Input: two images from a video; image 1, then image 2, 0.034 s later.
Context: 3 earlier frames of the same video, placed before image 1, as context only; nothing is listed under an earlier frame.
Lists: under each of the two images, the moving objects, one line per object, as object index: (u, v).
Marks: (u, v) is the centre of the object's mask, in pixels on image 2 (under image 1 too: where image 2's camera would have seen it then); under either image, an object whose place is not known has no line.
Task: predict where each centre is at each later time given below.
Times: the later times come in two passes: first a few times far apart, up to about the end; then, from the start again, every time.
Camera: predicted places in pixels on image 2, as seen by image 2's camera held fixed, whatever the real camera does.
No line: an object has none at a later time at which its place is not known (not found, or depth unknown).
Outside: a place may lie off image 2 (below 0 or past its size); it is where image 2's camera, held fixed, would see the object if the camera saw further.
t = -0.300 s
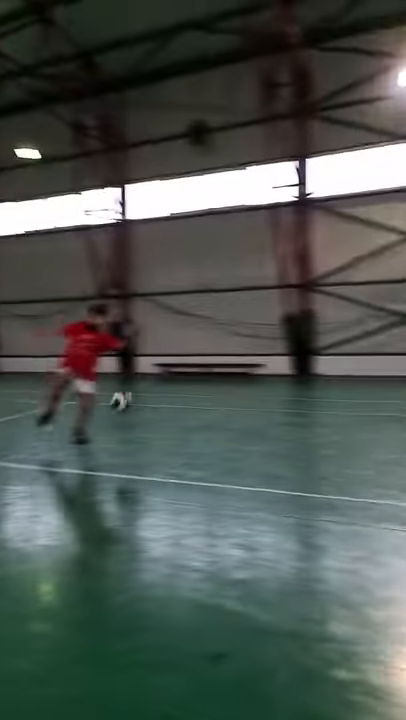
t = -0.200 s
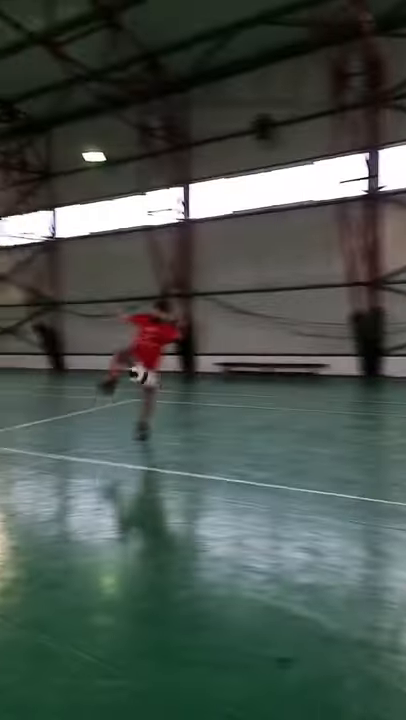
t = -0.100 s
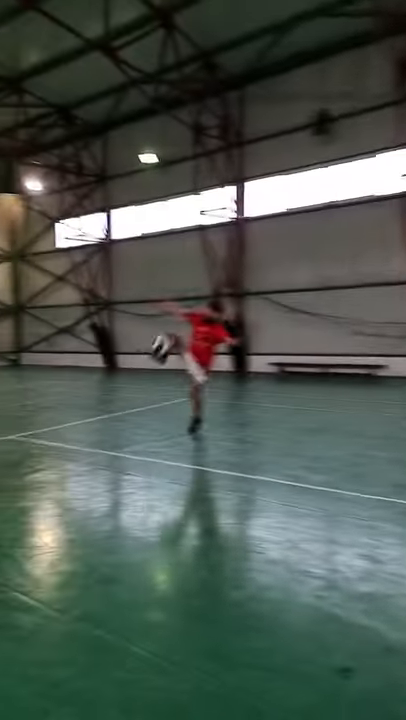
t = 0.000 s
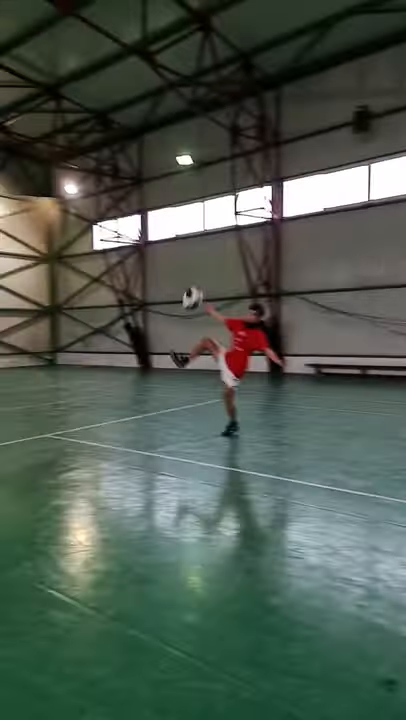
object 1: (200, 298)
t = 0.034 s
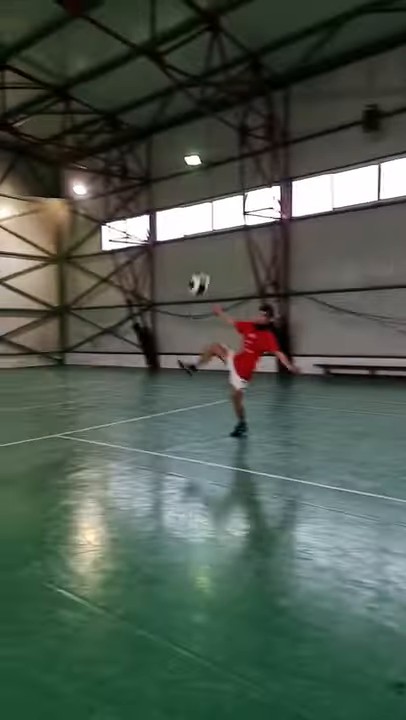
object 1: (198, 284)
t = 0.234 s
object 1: (186, 209)
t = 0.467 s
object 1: (170, 162)
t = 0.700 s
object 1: (149, 167)
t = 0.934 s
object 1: (123, 249)
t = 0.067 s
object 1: (196, 270)
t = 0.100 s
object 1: (194, 256)
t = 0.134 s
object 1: (191, 245)
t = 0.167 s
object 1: (190, 233)
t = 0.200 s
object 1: (188, 221)
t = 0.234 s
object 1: (186, 209)
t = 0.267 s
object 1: (184, 199)
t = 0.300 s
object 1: (182, 191)
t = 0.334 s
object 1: (179, 182)
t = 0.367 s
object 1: (176, 176)
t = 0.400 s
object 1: (174, 169)
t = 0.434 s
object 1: (172, 165)
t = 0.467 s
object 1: (170, 162)
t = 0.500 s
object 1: (167, 158)
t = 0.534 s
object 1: (164, 157)
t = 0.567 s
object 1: (161, 156)
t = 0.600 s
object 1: (158, 157)
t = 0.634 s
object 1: (155, 159)
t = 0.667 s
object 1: (152, 163)
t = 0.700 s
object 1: (149, 167)
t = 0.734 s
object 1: (146, 174)
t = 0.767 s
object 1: (143, 181)
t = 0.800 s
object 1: (139, 191)
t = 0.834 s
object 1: (136, 201)
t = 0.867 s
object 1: (132, 212)
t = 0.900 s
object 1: (127, 228)
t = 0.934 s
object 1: (123, 249)
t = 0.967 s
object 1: (120, 264)
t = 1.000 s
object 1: (114, 284)
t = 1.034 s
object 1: (112, 306)
